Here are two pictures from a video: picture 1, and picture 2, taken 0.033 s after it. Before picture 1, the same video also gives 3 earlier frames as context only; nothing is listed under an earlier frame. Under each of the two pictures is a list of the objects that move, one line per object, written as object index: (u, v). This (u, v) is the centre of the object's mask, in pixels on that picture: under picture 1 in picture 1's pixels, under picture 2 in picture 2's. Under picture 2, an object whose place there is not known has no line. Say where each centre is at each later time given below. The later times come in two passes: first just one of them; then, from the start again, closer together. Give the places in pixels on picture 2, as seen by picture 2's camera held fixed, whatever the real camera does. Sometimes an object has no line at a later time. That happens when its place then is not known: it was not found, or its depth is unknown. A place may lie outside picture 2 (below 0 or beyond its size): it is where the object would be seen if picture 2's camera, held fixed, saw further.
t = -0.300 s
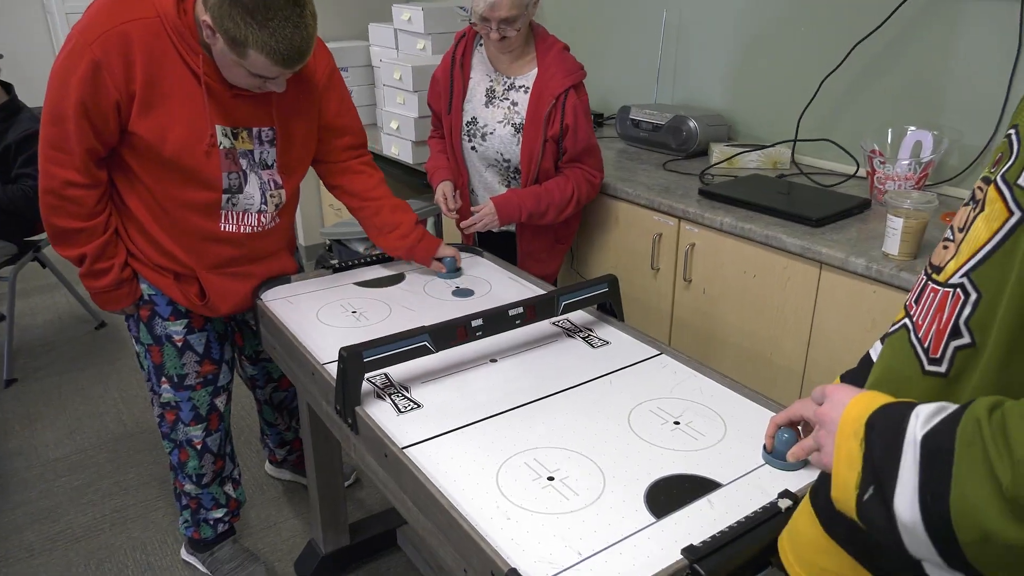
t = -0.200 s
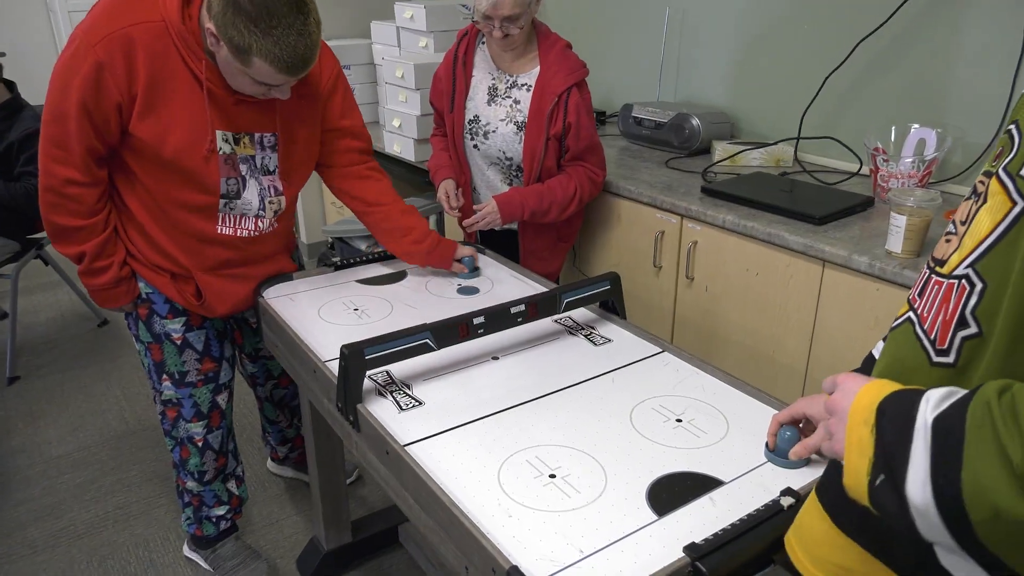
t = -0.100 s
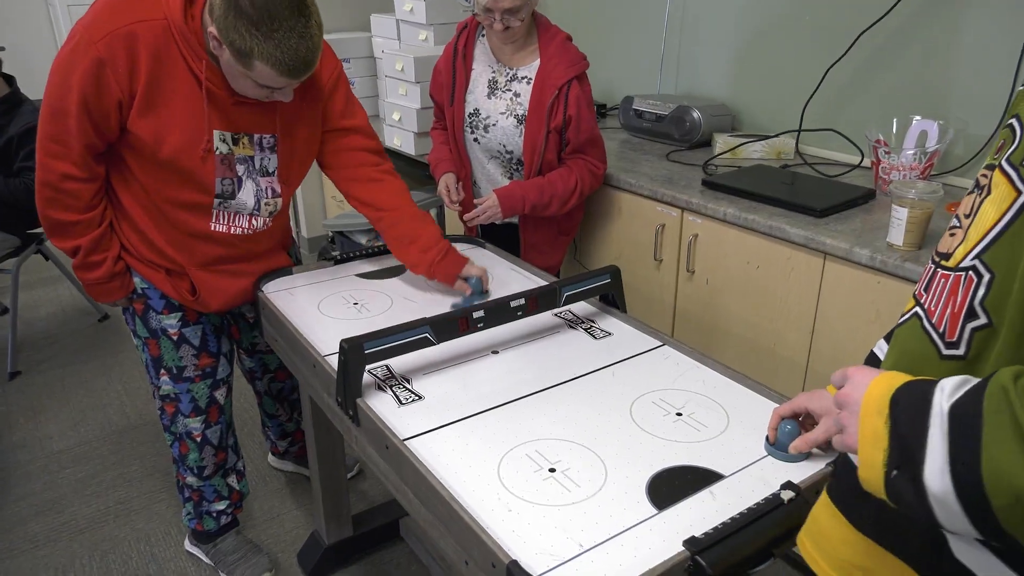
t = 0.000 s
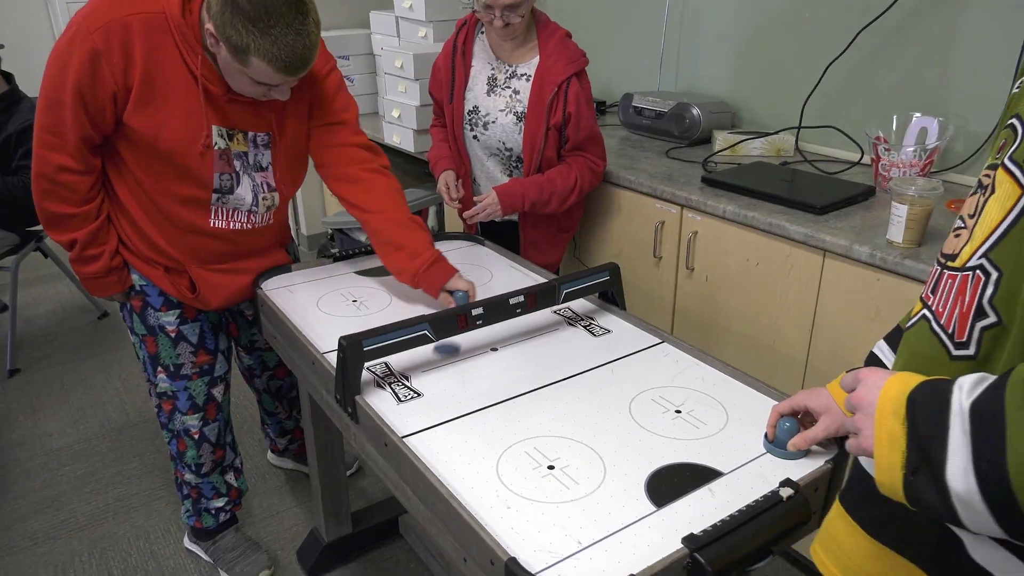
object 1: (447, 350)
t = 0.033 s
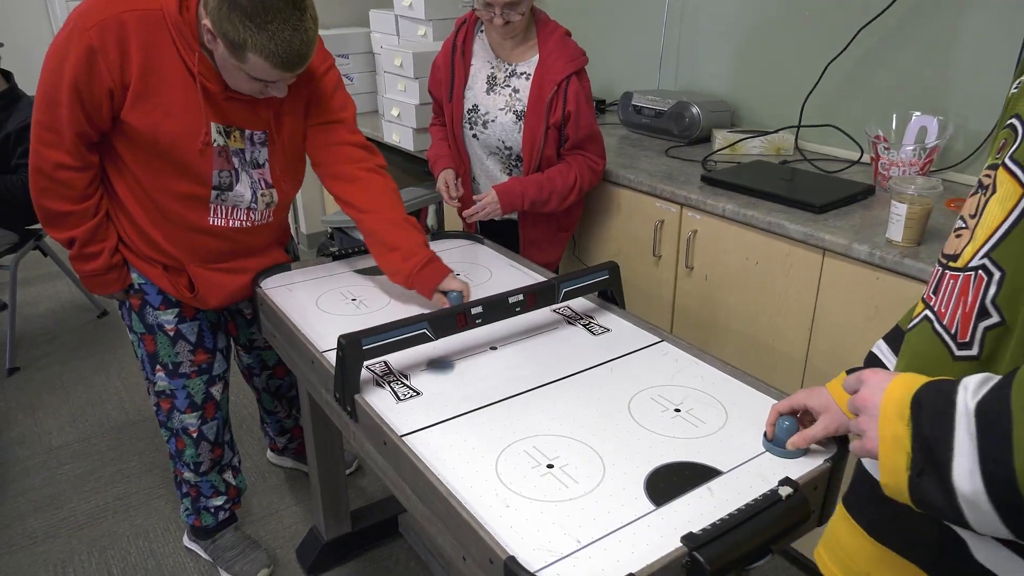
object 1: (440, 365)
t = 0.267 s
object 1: (519, 470)
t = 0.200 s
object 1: (461, 453)
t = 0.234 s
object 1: (490, 462)
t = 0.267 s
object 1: (519, 470)
